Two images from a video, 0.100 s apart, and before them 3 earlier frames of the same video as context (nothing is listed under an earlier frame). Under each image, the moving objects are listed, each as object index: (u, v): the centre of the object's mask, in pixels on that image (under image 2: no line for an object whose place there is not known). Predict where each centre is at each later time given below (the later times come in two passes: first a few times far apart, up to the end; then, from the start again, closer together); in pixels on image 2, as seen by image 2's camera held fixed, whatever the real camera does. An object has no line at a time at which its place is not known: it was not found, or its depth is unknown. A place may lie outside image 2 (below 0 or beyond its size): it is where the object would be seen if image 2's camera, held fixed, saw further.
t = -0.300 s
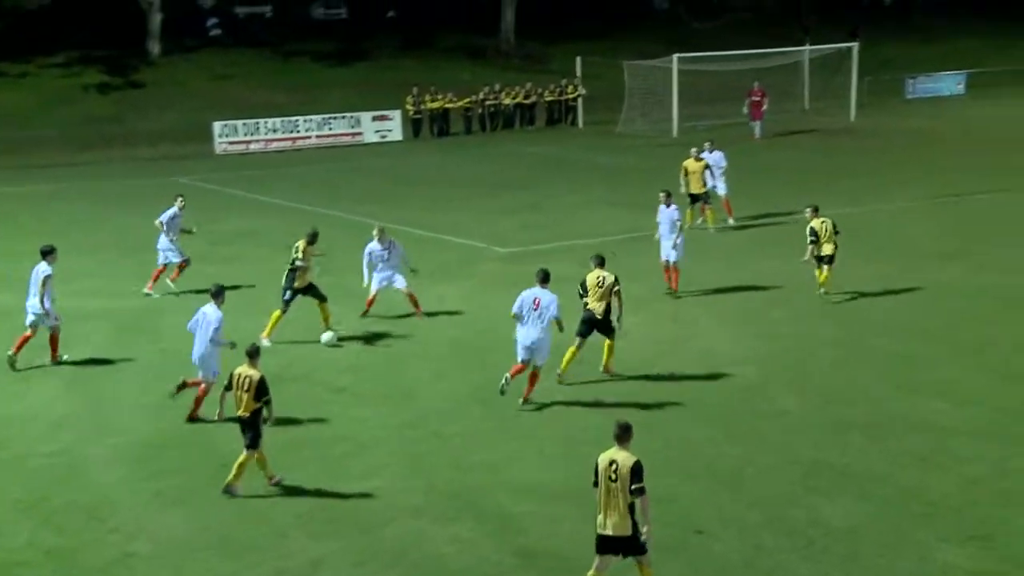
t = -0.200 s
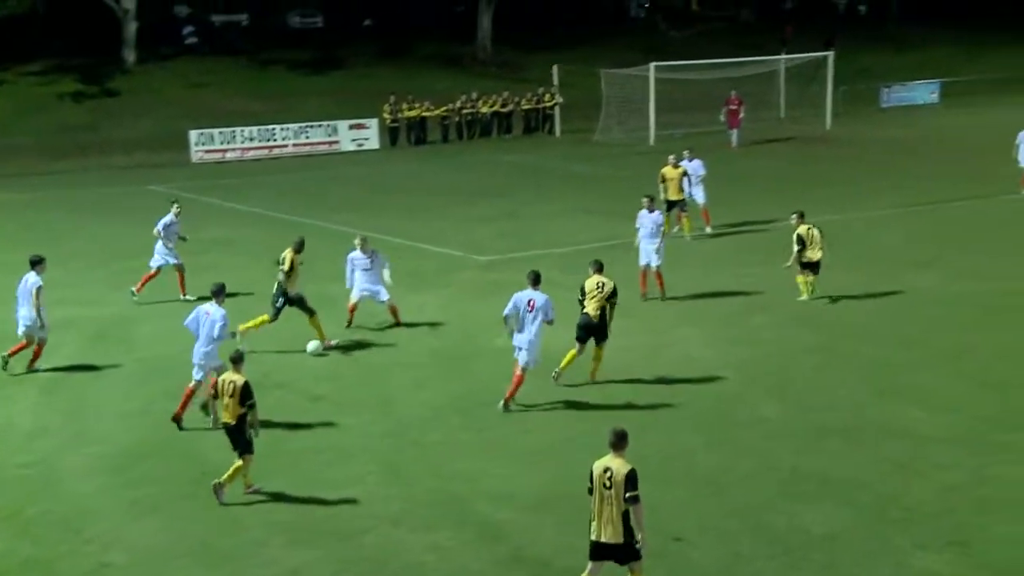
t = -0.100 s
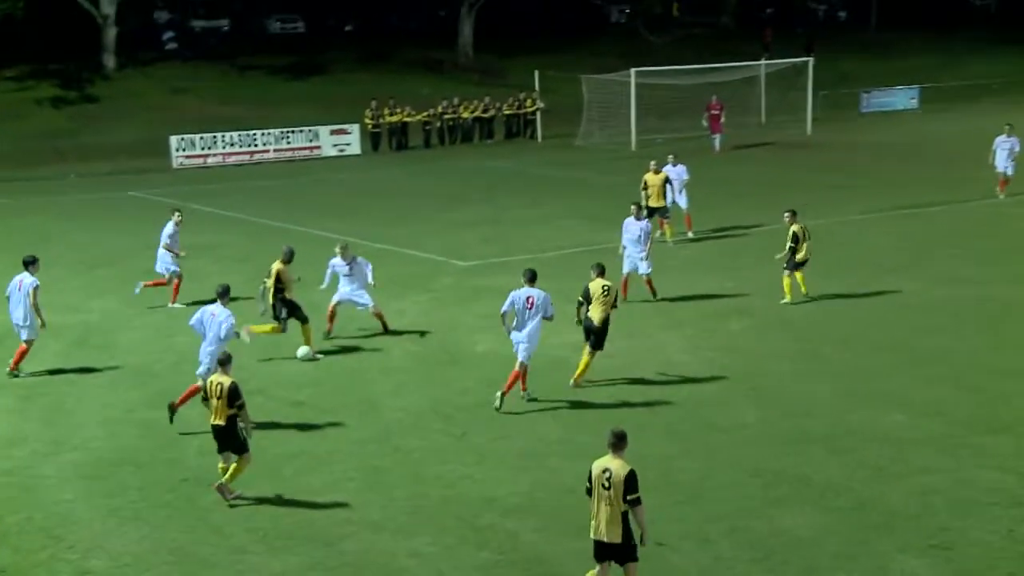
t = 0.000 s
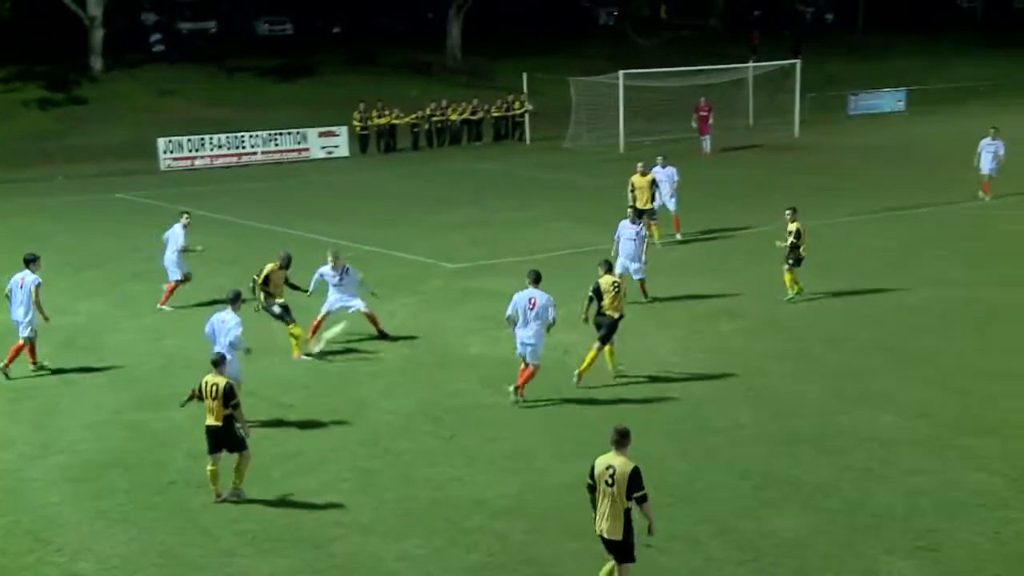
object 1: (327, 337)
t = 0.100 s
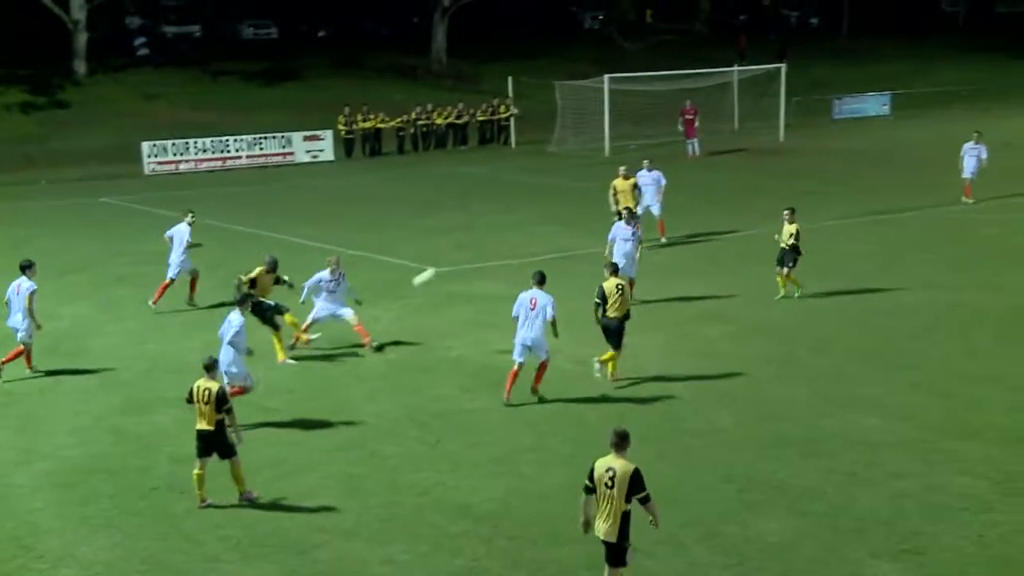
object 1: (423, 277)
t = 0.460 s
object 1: (747, 120)
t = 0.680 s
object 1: (919, 62)
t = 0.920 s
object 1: (1084, 30)
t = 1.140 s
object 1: (1225, 32)
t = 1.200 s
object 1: (1262, 37)
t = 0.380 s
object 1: (678, 148)
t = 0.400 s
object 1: (697, 141)
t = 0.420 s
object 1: (714, 133)
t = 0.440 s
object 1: (730, 126)
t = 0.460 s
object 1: (747, 120)
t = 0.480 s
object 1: (761, 113)
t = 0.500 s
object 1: (779, 107)
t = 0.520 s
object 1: (796, 102)
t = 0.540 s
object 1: (812, 96)
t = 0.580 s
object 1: (843, 85)
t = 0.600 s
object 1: (859, 80)
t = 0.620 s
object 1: (874, 75)
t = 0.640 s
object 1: (889, 70)
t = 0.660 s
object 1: (904, 66)
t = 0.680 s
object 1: (919, 62)
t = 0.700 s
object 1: (934, 57)
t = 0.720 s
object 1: (948, 54)
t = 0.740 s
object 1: (962, 50)
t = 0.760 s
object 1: (977, 47)
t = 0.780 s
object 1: (991, 44)
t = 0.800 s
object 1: (1005, 42)
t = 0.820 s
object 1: (1018, 39)
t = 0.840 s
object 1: (1031, 37)
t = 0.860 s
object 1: (1045, 34)
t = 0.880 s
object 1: (1058, 32)
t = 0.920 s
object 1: (1084, 30)
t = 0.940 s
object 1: (1098, 29)
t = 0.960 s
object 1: (1111, 28)
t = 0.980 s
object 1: (1124, 27)
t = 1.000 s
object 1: (1137, 27)
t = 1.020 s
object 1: (1150, 27)
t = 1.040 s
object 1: (1163, 27)
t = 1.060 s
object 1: (1176, 27)
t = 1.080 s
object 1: (1188, 28)
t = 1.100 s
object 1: (1200, 29)
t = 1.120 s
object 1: (1213, 30)
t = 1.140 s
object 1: (1225, 32)
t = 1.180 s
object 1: (1250, 35)
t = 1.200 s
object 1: (1262, 37)
